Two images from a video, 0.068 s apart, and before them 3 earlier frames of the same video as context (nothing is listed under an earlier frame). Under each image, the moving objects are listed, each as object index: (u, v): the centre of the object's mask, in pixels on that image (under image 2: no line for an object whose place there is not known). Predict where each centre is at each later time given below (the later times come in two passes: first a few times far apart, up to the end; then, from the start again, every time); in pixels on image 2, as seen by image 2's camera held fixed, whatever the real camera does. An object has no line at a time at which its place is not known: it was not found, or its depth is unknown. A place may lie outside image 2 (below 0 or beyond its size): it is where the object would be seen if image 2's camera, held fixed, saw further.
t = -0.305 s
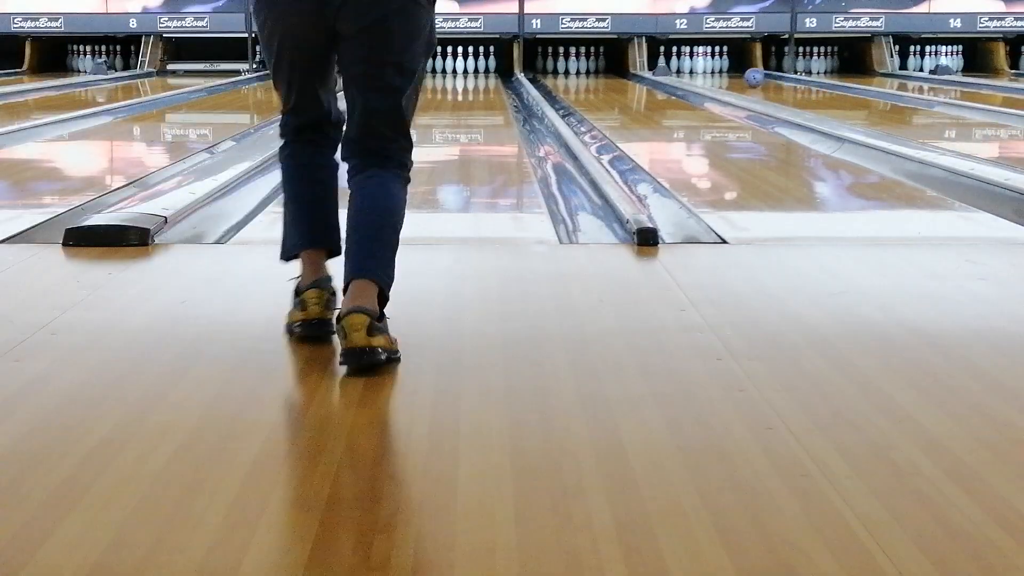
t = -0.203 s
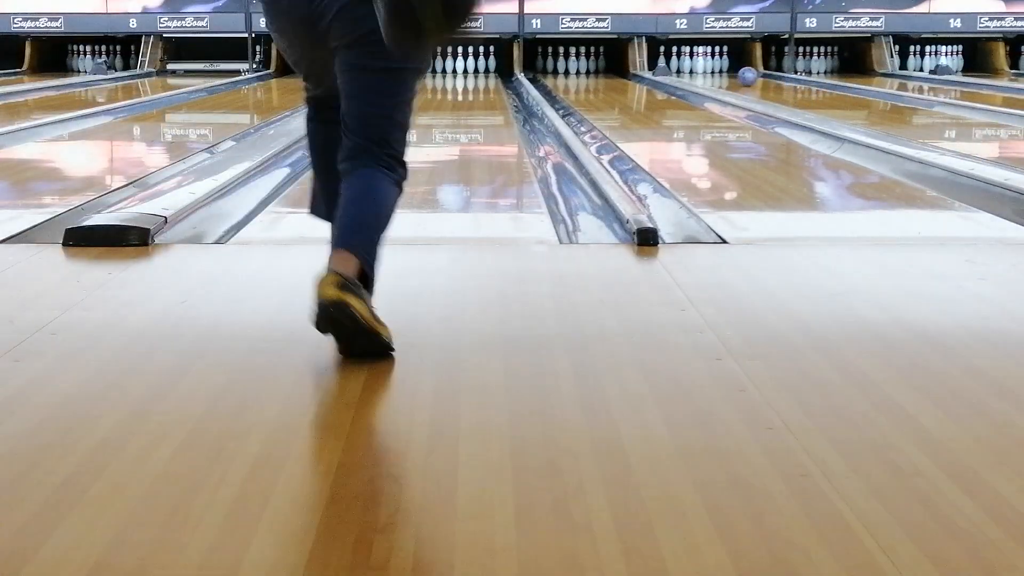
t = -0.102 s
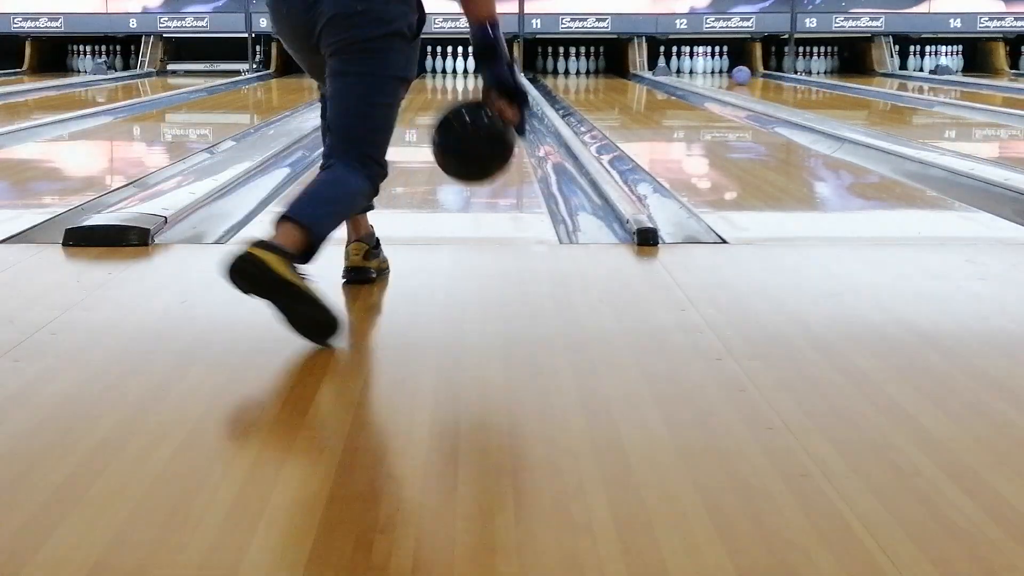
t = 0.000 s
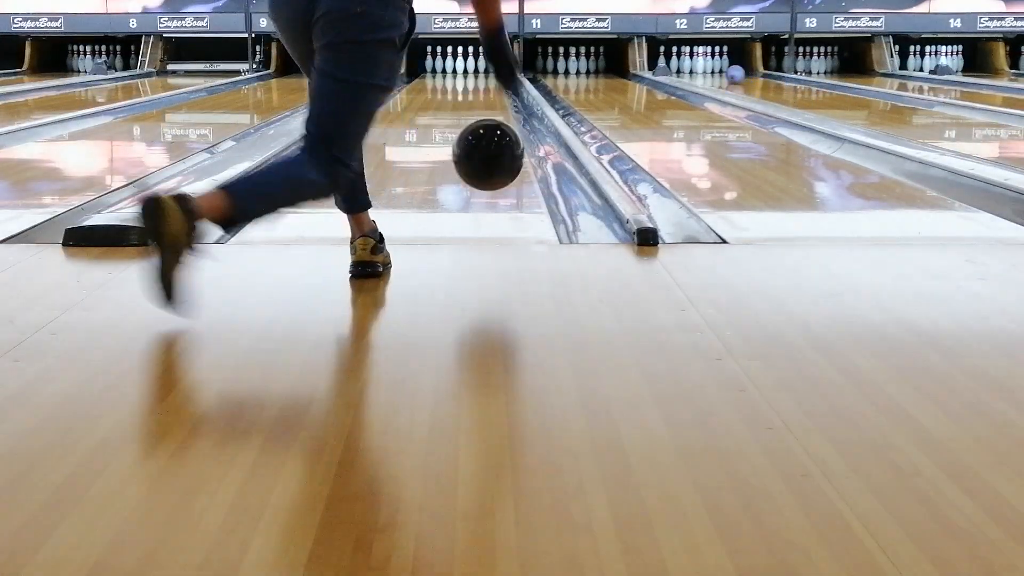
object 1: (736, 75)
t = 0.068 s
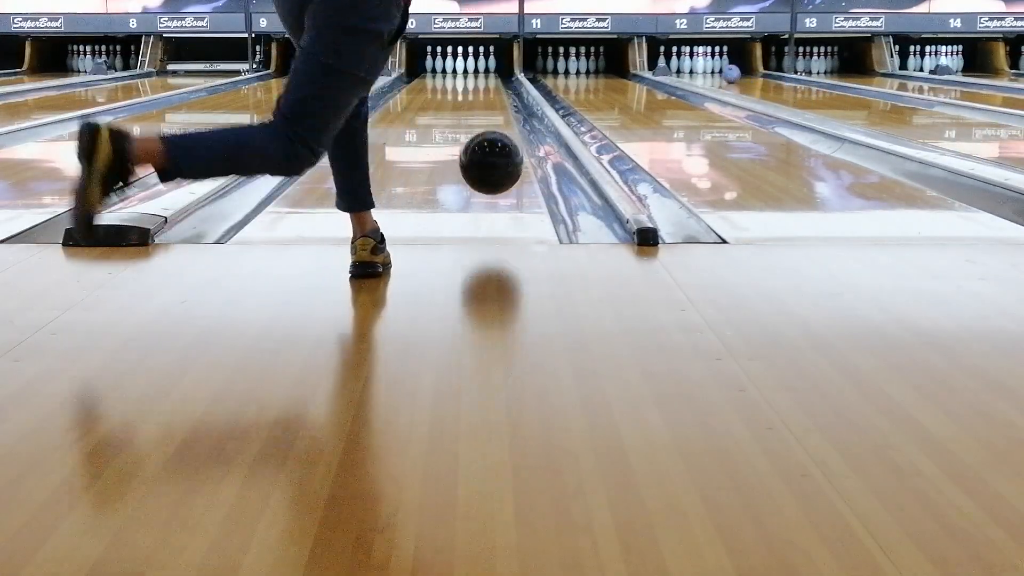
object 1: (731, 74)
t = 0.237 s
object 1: (723, 73)
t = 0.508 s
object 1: (711, 70)
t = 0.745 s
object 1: (702, 68)
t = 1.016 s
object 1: (694, 67)
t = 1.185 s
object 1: (689, 66)
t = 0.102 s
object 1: (730, 74)
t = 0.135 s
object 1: (728, 73)
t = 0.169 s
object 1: (726, 73)
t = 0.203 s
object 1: (725, 73)
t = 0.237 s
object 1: (723, 73)
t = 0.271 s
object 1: (721, 72)
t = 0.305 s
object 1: (719, 72)
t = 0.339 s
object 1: (718, 72)
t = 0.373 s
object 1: (716, 71)
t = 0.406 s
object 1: (714, 71)
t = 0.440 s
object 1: (713, 71)
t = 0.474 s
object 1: (712, 70)
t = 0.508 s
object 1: (711, 70)
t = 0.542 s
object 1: (710, 70)
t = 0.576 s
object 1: (708, 70)
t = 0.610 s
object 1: (707, 70)
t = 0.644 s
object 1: (706, 69)
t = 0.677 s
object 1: (705, 69)
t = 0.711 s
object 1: (703, 69)
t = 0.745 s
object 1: (702, 68)
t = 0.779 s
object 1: (701, 68)
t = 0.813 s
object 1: (699, 68)
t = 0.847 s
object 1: (699, 68)
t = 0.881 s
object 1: (698, 68)
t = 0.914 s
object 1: (697, 68)
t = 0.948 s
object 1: (696, 68)
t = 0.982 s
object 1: (694, 67)
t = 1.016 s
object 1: (694, 67)
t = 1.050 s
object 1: (693, 67)
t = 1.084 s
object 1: (692, 66)
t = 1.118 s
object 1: (691, 66)
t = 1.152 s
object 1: (689, 66)
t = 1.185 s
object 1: (689, 66)
